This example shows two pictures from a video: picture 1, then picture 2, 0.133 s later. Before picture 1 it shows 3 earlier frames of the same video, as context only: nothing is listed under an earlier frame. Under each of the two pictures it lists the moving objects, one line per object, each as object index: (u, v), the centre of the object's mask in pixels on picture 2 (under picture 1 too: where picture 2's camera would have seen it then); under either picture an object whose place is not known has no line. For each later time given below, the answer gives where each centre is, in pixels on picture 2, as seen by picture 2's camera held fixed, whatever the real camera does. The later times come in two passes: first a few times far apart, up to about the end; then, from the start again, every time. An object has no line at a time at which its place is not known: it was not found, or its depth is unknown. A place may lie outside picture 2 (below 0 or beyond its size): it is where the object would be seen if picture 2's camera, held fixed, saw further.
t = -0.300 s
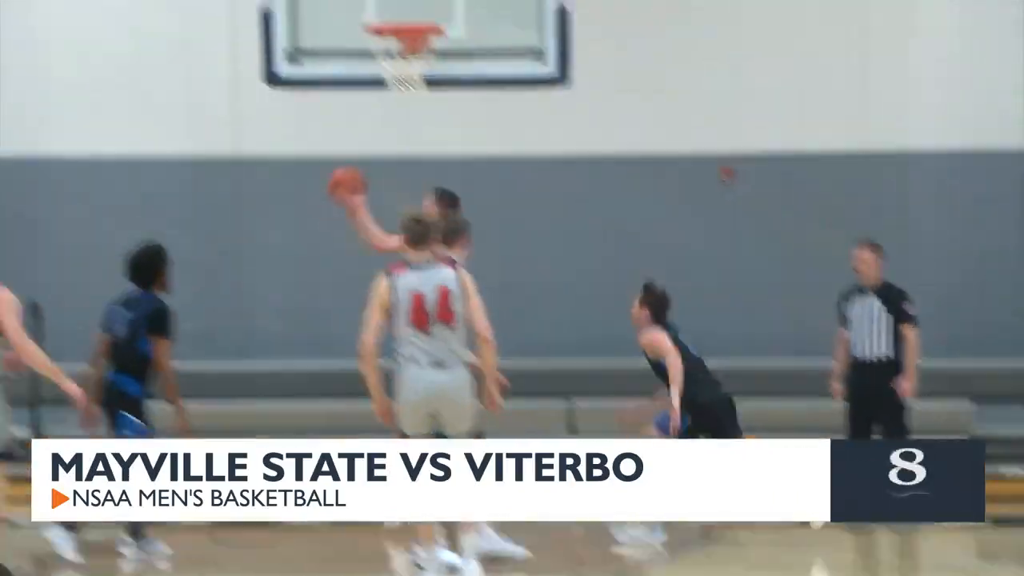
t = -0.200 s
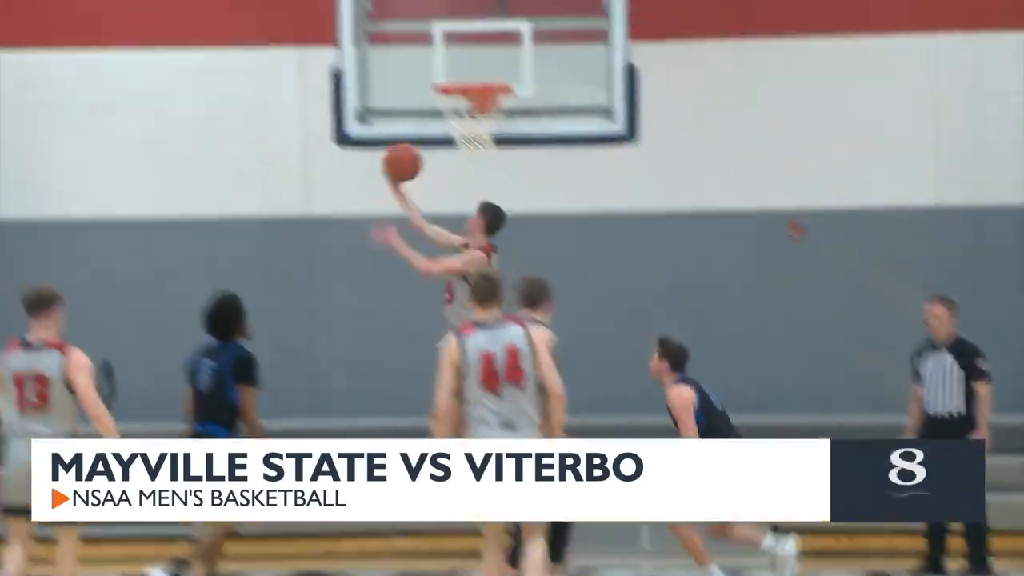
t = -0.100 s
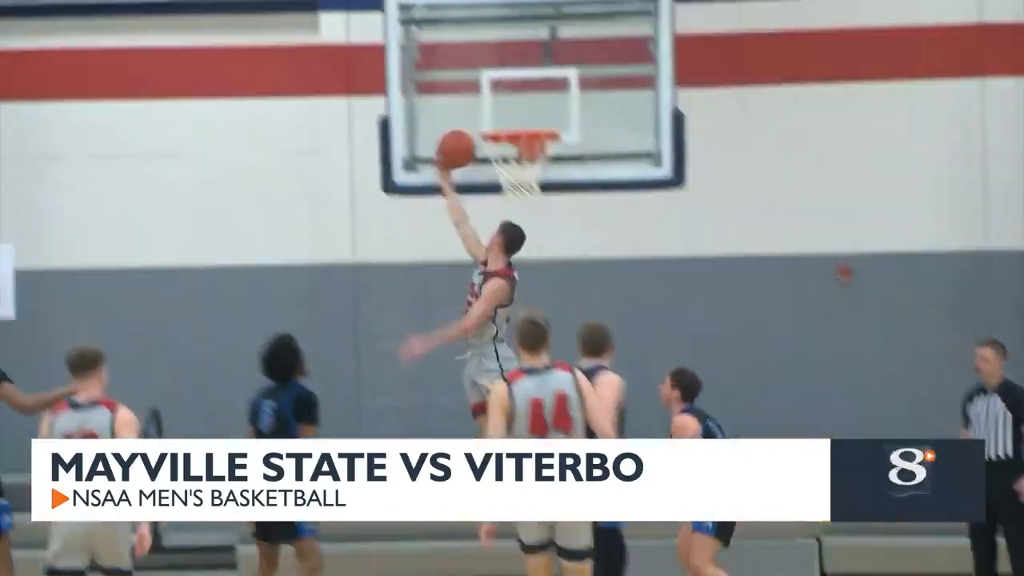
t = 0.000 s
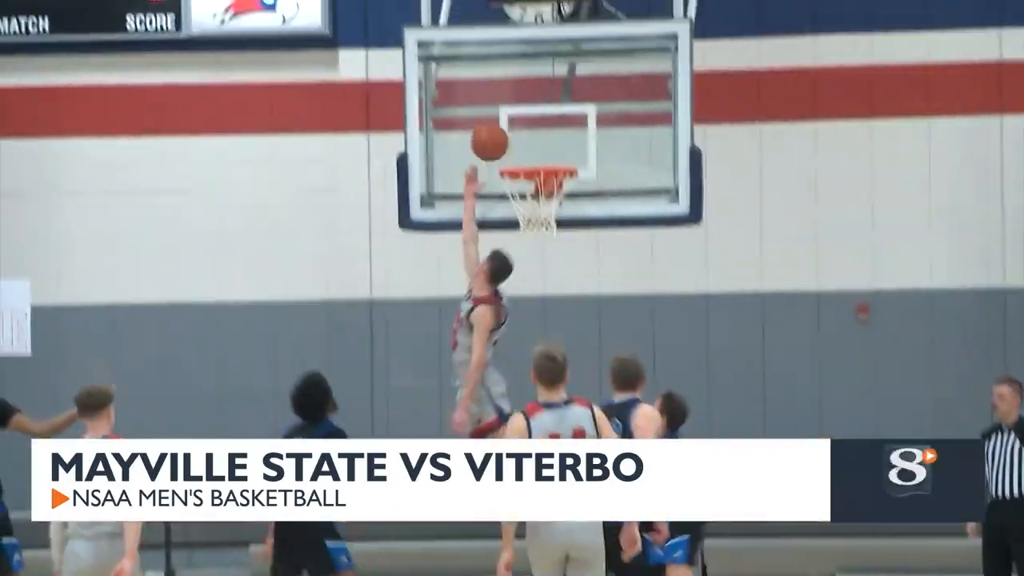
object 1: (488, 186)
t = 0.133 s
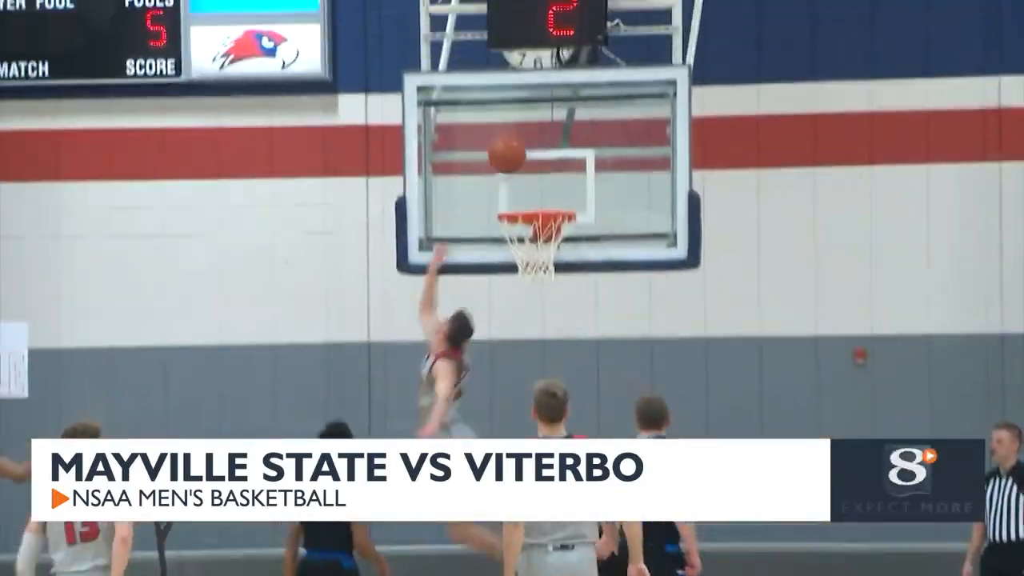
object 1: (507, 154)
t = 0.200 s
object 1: (512, 150)
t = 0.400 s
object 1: (530, 177)
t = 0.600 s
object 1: (547, 242)
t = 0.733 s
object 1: (548, 301)
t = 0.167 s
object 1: (509, 150)
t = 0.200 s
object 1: (512, 150)
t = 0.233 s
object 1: (515, 150)
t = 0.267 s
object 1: (518, 150)
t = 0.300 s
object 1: (521, 155)
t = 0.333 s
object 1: (525, 161)
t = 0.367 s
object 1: (527, 168)
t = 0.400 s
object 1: (530, 177)
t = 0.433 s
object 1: (534, 188)
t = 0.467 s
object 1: (537, 197)
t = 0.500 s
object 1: (538, 211)
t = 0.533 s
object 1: (544, 231)
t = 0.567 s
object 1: (546, 244)
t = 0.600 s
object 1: (547, 242)
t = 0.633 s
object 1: (548, 266)
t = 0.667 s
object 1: (549, 275)
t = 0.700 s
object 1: (548, 287)
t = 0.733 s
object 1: (548, 301)
